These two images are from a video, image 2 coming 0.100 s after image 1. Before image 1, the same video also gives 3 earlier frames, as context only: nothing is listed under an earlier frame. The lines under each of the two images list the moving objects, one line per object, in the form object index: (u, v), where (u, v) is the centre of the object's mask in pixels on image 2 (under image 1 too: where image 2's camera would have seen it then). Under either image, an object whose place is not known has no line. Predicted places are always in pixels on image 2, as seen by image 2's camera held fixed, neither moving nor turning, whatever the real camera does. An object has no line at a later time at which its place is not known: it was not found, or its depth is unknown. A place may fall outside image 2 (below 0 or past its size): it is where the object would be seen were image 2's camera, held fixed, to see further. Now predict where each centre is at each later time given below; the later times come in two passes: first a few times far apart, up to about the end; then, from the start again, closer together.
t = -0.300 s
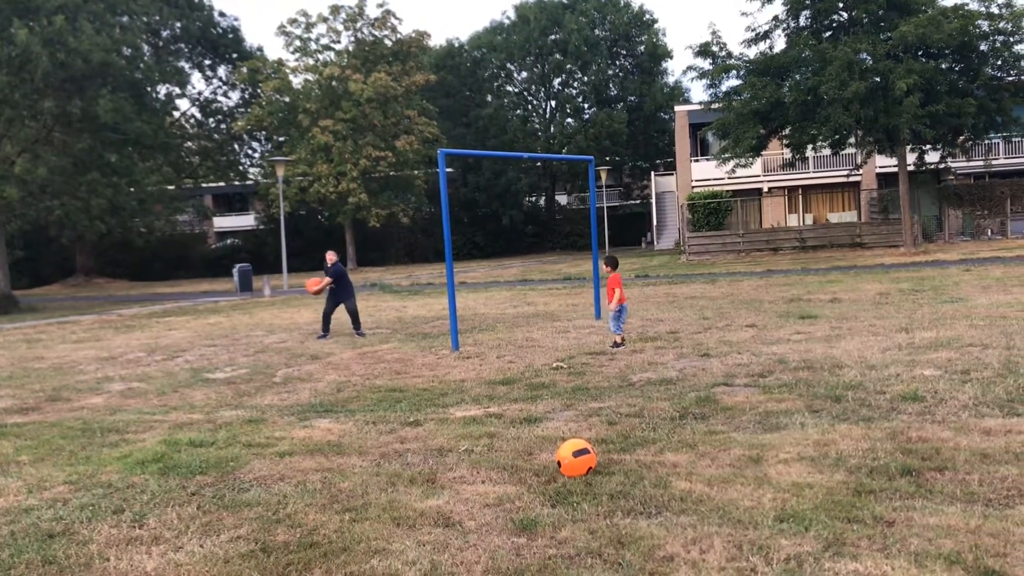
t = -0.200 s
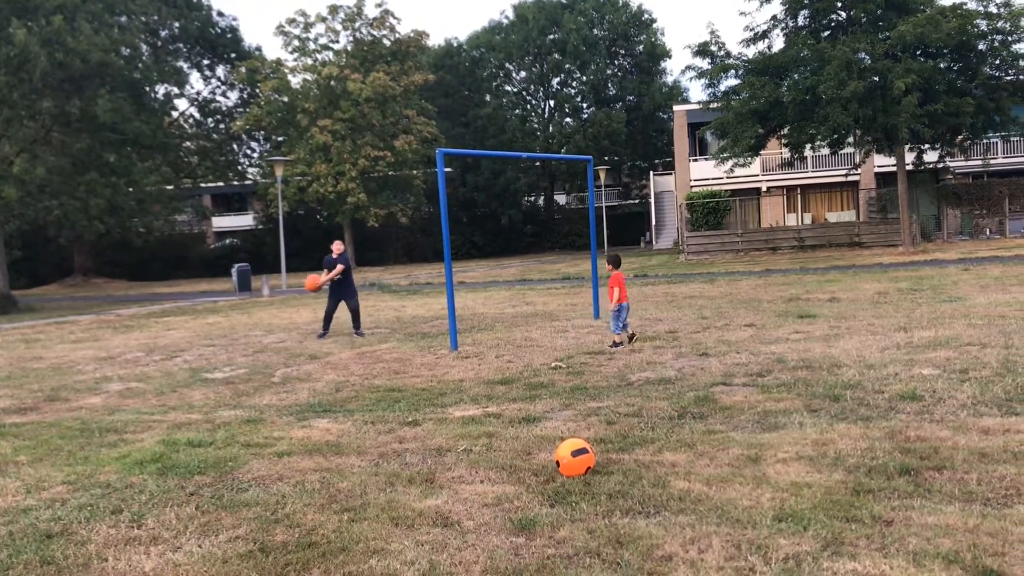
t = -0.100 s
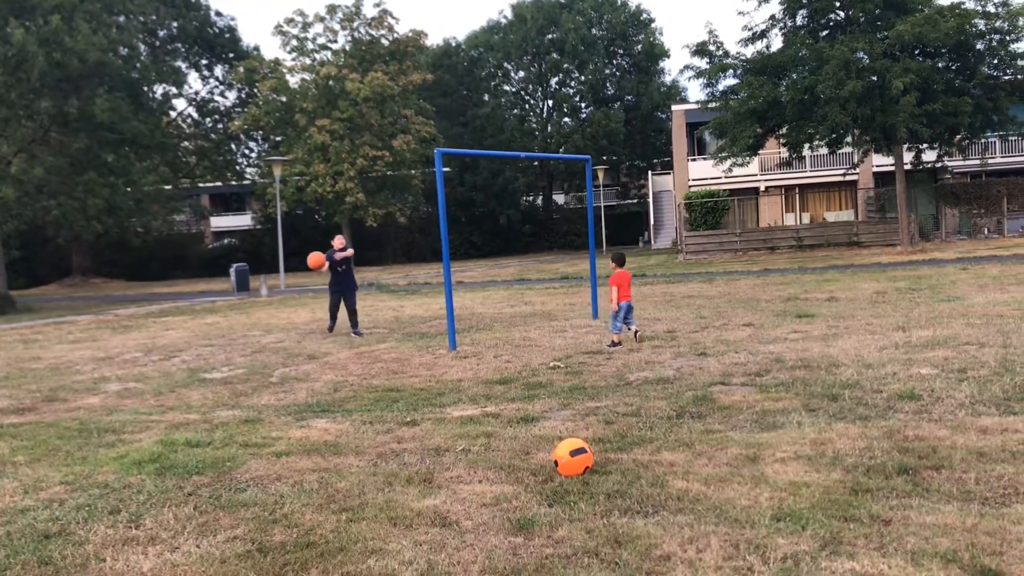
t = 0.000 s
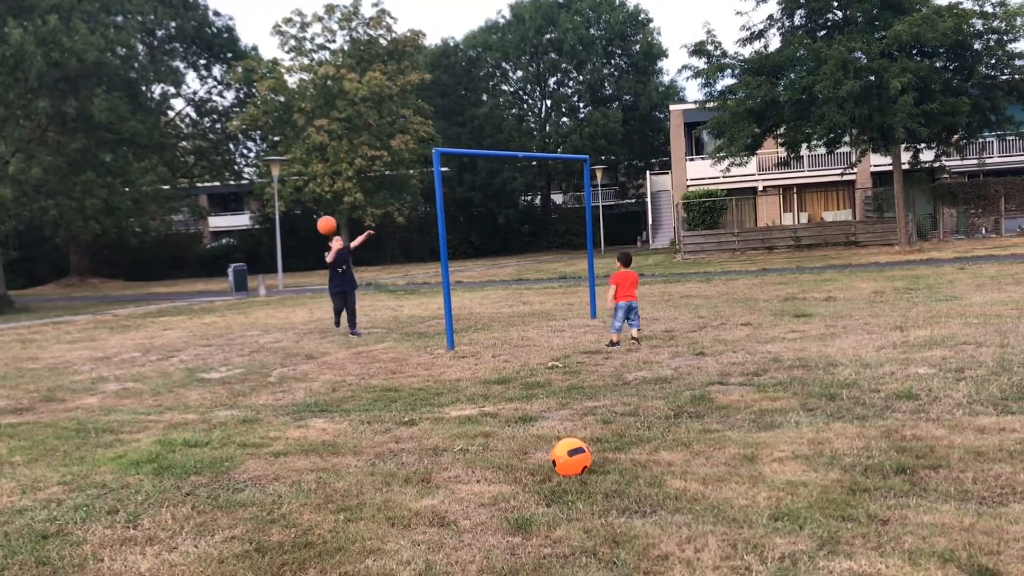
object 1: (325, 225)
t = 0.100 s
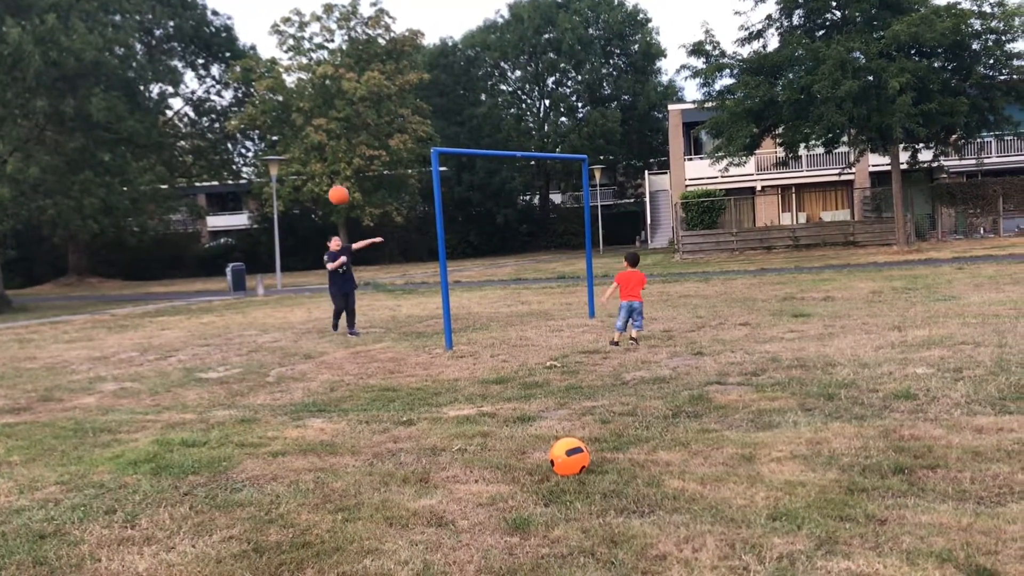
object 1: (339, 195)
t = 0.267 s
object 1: (364, 161)
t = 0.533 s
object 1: (414, 151)
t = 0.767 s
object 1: (469, 201)
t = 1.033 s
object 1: (546, 341)
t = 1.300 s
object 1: (584, 283)
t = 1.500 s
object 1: (616, 246)
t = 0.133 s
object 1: (343, 187)
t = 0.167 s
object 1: (348, 179)
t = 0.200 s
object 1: (353, 172)
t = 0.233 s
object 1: (358, 167)
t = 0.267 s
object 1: (364, 161)
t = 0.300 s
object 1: (369, 156)
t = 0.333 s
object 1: (375, 153)
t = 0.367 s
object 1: (382, 150)
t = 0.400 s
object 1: (388, 148)
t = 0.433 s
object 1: (394, 147)
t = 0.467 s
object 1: (401, 147)
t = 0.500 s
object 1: (407, 148)
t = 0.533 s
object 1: (414, 151)
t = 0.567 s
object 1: (422, 155)
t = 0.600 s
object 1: (429, 159)
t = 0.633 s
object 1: (437, 165)
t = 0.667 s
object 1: (445, 172)
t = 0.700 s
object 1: (453, 180)
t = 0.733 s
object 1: (461, 190)
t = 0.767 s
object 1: (469, 201)
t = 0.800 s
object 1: (478, 213)
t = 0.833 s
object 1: (487, 227)
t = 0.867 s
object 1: (496, 242)
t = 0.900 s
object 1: (505, 258)
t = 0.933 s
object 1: (514, 277)
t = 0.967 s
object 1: (524, 297)
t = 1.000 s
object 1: (534, 318)
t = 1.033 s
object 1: (546, 341)
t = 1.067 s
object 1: (557, 367)
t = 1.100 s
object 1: (562, 361)
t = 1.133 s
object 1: (565, 346)
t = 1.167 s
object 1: (568, 331)
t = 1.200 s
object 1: (571, 318)
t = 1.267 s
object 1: (579, 294)
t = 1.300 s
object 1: (584, 283)
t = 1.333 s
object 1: (588, 274)
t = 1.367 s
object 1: (594, 266)
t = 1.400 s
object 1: (599, 259)
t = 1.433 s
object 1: (604, 253)
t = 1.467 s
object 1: (610, 249)
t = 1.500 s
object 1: (616, 246)
